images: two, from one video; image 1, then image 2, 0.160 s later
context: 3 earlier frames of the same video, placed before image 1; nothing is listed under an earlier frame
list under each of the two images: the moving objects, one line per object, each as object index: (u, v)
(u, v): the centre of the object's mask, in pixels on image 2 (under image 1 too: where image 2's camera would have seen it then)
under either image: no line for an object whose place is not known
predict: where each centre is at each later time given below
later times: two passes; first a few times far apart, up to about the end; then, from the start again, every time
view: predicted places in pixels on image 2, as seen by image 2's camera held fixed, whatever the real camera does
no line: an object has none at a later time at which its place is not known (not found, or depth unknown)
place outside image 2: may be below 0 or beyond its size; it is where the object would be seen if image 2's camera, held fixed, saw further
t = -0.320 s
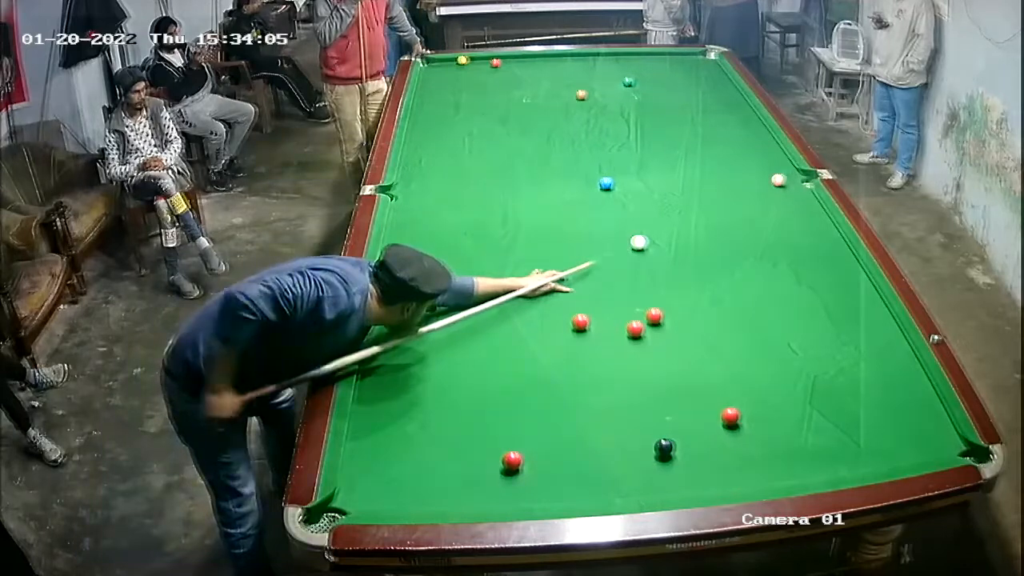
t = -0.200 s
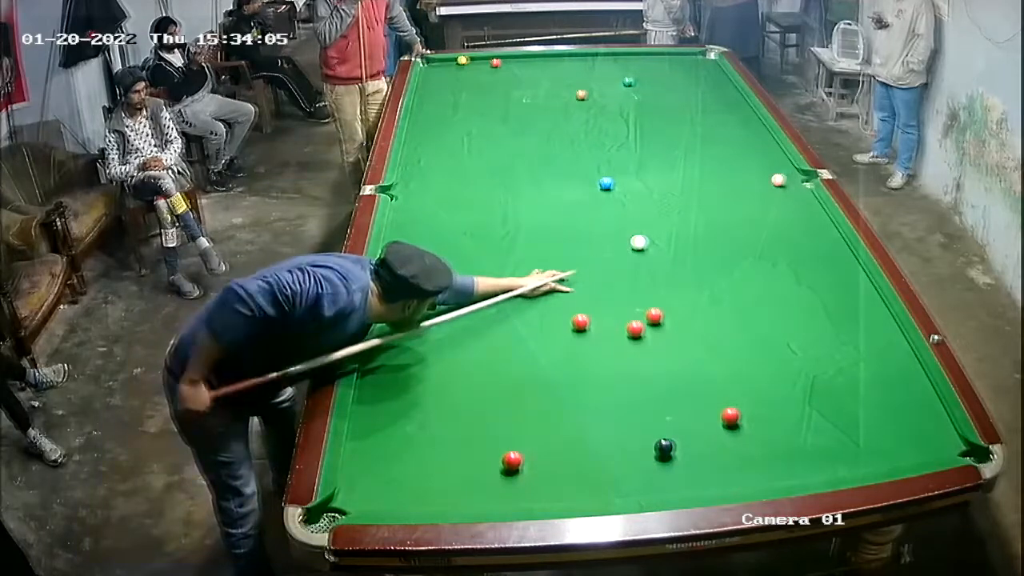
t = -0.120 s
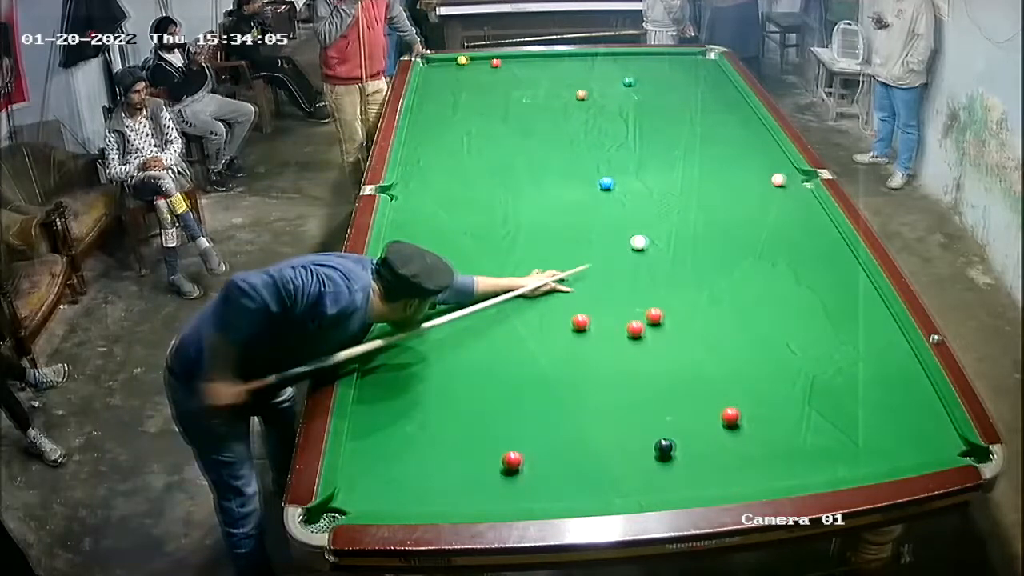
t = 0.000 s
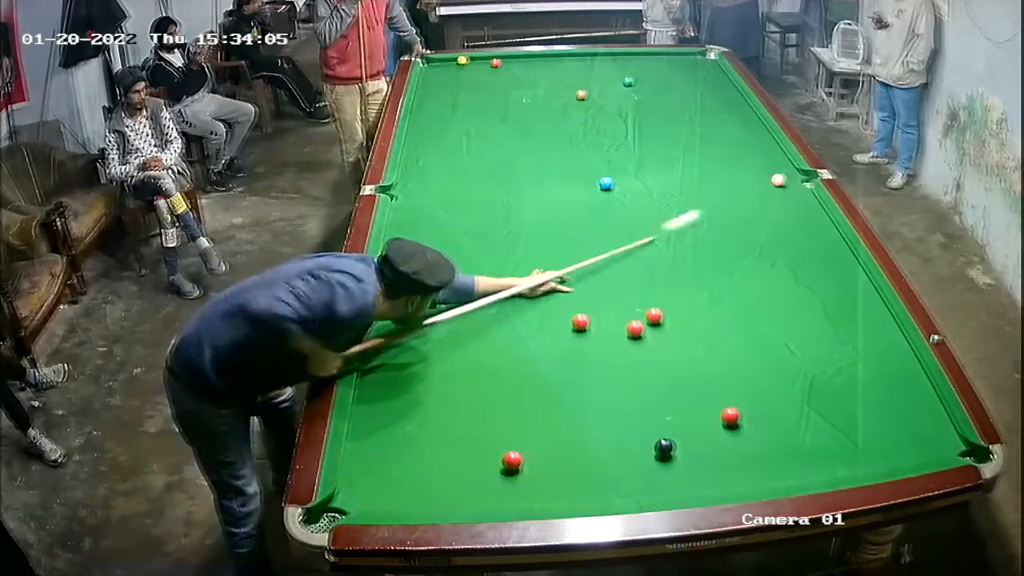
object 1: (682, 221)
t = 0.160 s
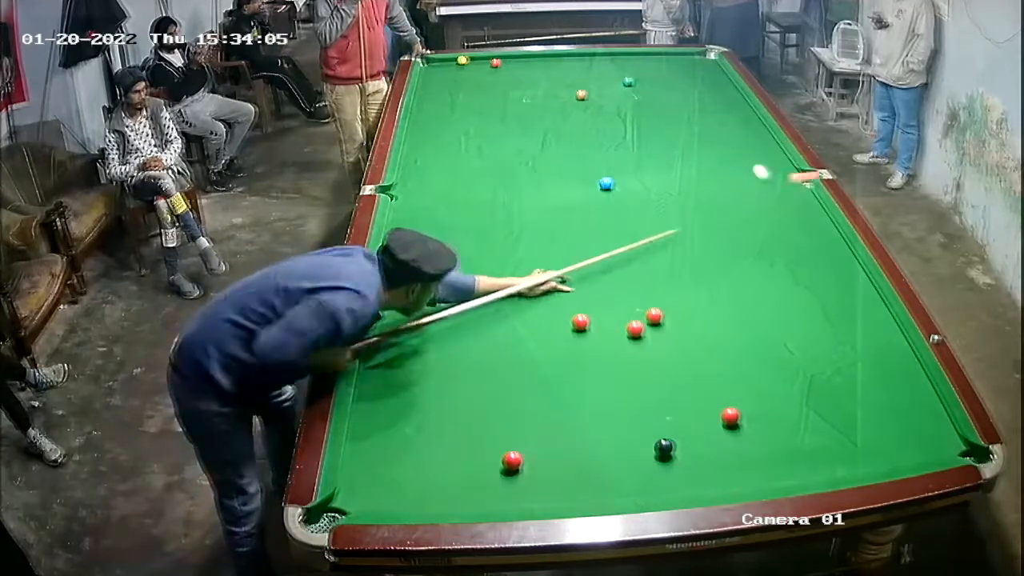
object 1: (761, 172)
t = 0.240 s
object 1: (748, 158)
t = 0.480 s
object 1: (715, 130)
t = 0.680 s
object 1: (691, 111)
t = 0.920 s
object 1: (666, 91)
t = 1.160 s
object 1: (644, 74)
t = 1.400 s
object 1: (624, 59)
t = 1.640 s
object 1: (605, 59)
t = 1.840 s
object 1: (590, 68)
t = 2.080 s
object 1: (570, 79)
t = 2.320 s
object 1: (551, 91)
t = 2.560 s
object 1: (530, 103)
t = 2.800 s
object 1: (509, 115)
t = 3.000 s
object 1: (491, 125)
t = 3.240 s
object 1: (470, 138)
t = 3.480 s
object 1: (448, 152)
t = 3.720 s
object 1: (425, 166)
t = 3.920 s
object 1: (407, 177)
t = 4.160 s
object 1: (408, 187)
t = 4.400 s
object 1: (417, 195)
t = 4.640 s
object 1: (427, 203)
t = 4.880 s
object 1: (435, 211)
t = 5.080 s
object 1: (442, 217)
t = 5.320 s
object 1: (450, 223)
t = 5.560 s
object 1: (457, 229)
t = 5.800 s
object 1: (463, 235)
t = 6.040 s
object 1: (469, 240)
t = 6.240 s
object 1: (473, 243)
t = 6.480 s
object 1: (477, 246)
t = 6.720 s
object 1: (480, 249)
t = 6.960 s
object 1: (483, 251)
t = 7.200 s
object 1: (484, 252)
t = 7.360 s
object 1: (483, 253)
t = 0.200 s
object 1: (755, 165)
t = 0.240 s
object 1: (748, 158)
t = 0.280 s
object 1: (742, 152)
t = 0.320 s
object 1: (737, 147)
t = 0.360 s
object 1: (731, 142)
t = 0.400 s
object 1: (726, 138)
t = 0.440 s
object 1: (721, 134)
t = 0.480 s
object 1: (715, 130)
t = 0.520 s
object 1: (711, 126)
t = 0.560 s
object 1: (706, 122)
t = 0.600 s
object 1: (700, 118)
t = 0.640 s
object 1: (696, 115)
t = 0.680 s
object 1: (691, 111)
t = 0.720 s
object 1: (687, 107)
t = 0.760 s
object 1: (683, 104)
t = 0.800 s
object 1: (678, 100)
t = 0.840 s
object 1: (674, 97)
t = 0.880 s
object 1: (670, 94)
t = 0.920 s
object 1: (666, 91)
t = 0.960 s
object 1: (662, 88)
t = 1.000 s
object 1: (658, 85)
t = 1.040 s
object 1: (654, 82)
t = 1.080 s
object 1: (651, 79)
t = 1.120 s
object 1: (647, 76)
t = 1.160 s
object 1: (644, 74)
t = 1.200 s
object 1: (640, 71)
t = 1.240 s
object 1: (637, 69)
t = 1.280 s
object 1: (633, 66)
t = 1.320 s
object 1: (630, 64)
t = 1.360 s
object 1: (626, 61)
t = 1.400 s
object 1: (624, 59)
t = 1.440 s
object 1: (620, 56)
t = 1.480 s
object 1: (617, 54)
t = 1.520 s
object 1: (614, 54)
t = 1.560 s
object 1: (611, 56)
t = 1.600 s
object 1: (608, 58)
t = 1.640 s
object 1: (605, 59)
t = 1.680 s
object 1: (602, 61)
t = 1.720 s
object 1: (599, 63)
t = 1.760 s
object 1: (596, 65)
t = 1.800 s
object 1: (593, 67)
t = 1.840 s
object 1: (590, 68)
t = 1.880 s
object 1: (586, 70)
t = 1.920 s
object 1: (584, 72)
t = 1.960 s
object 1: (580, 74)
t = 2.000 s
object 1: (577, 75)
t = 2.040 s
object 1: (574, 77)
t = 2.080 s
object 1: (570, 79)
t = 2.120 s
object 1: (567, 81)
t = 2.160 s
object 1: (564, 83)
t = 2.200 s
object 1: (560, 85)
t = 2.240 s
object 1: (557, 87)
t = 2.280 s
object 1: (554, 89)
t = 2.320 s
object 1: (551, 91)
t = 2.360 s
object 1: (547, 93)
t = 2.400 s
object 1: (543, 94)
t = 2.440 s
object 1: (540, 96)
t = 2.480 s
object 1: (536, 98)
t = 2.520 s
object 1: (532, 100)
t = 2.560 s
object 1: (530, 103)
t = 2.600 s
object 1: (526, 105)
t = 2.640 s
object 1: (522, 106)
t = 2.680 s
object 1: (519, 108)
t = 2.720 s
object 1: (516, 110)
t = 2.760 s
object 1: (512, 113)
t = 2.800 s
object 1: (509, 115)
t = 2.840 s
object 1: (505, 117)
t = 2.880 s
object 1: (502, 119)
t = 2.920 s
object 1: (498, 121)
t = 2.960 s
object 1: (495, 123)
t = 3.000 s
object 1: (491, 125)
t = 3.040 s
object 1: (488, 127)
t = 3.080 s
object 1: (484, 130)
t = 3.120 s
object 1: (481, 132)
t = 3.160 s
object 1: (477, 134)
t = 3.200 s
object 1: (474, 136)
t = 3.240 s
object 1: (470, 138)
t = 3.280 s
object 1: (466, 141)
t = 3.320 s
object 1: (462, 143)
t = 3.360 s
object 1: (459, 145)
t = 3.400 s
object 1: (456, 147)
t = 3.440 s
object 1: (451, 149)
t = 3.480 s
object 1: (448, 152)
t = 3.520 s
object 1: (444, 154)
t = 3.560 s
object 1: (440, 157)
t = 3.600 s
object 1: (436, 159)
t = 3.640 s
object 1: (433, 161)
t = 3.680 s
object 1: (429, 164)
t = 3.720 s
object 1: (425, 166)
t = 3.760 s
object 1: (421, 168)
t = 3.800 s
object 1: (418, 170)
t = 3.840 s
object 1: (414, 173)
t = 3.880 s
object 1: (410, 175)
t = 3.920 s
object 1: (407, 177)
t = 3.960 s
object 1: (403, 179)
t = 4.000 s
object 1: (402, 181)
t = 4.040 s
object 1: (404, 183)
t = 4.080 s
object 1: (405, 184)
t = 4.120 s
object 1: (407, 186)
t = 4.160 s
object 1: (408, 187)
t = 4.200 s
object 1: (410, 188)
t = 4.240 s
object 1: (411, 190)
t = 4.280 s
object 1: (413, 191)
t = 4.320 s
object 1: (414, 193)
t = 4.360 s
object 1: (416, 194)
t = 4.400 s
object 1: (417, 195)
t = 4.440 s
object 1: (419, 197)
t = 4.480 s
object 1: (420, 198)
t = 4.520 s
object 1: (422, 200)
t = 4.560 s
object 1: (423, 201)
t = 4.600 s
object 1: (425, 202)
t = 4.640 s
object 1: (427, 203)
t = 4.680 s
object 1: (428, 205)
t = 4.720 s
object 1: (429, 206)
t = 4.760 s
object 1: (431, 207)
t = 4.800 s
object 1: (432, 208)
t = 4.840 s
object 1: (434, 210)
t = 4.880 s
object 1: (435, 211)
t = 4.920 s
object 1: (436, 212)
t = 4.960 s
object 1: (438, 213)
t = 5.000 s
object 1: (439, 214)
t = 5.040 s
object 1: (441, 216)
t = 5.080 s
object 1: (442, 217)
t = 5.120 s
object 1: (443, 218)
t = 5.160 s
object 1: (445, 219)
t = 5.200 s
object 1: (446, 220)
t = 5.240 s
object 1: (447, 221)
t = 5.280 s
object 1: (448, 222)
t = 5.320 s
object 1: (450, 223)
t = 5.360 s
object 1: (451, 224)
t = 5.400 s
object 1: (452, 225)
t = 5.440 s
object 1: (453, 226)
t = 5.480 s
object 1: (454, 227)
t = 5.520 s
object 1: (455, 228)
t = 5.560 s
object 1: (457, 229)
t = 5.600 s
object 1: (458, 230)
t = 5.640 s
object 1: (459, 231)
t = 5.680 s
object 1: (460, 232)
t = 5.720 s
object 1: (461, 233)
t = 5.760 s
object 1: (462, 234)
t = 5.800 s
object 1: (463, 235)
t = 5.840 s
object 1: (464, 236)
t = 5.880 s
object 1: (465, 236)
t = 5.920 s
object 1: (466, 237)
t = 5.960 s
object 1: (467, 238)
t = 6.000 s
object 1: (468, 239)
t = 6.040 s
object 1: (469, 240)
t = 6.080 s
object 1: (470, 240)
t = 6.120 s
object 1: (470, 241)
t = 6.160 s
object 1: (471, 242)
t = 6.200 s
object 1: (472, 242)
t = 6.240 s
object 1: (473, 243)
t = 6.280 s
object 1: (474, 244)
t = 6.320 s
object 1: (475, 244)
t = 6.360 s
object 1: (475, 245)
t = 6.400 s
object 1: (476, 245)
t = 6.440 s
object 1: (477, 246)
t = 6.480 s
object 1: (477, 246)
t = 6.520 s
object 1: (478, 247)
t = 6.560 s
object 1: (478, 247)
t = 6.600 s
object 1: (479, 248)
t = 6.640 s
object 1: (479, 249)
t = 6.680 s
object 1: (480, 249)
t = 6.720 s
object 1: (480, 249)
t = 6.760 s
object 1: (481, 250)
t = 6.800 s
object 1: (481, 250)
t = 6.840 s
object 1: (482, 250)
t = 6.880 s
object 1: (482, 250)
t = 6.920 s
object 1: (482, 251)
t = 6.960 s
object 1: (483, 251)
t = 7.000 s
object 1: (483, 251)
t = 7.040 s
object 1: (484, 252)
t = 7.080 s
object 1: (483, 252)
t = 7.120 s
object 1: (483, 252)
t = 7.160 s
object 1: (484, 252)
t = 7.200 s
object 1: (484, 252)
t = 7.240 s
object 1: (484, 252)
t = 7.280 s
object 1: (484, 252)
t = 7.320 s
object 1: (483, 253)
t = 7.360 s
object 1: (483, 253)
